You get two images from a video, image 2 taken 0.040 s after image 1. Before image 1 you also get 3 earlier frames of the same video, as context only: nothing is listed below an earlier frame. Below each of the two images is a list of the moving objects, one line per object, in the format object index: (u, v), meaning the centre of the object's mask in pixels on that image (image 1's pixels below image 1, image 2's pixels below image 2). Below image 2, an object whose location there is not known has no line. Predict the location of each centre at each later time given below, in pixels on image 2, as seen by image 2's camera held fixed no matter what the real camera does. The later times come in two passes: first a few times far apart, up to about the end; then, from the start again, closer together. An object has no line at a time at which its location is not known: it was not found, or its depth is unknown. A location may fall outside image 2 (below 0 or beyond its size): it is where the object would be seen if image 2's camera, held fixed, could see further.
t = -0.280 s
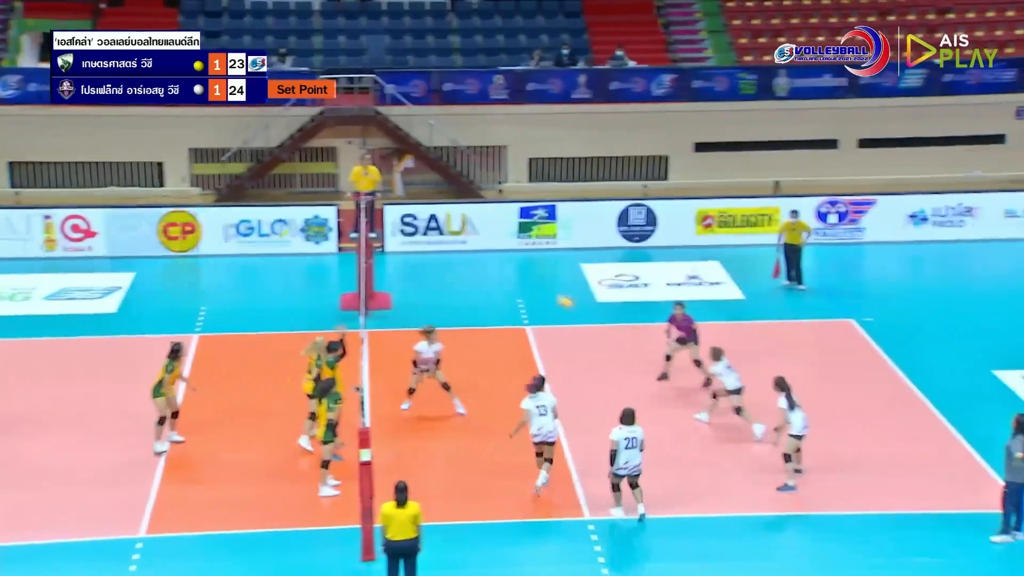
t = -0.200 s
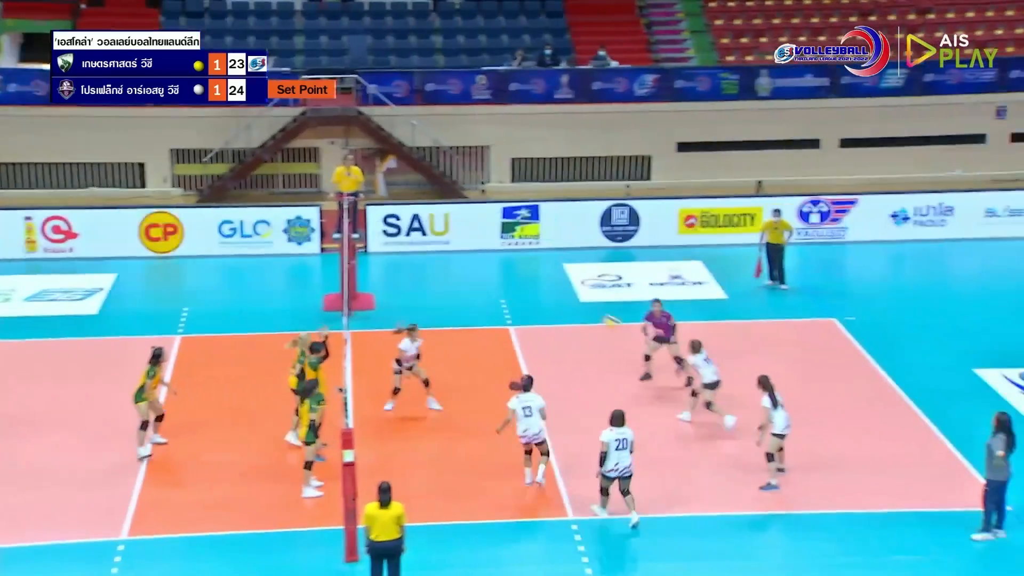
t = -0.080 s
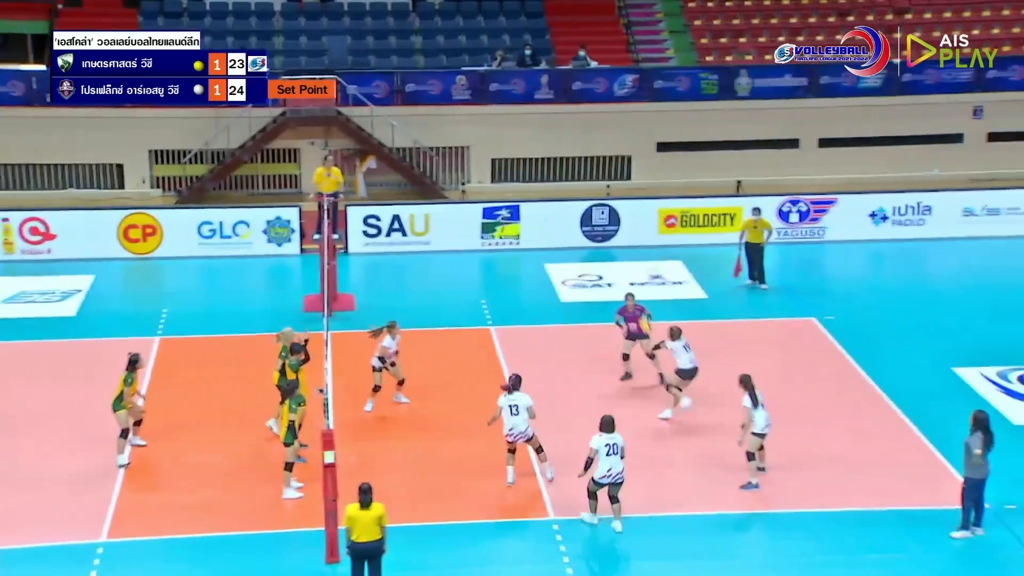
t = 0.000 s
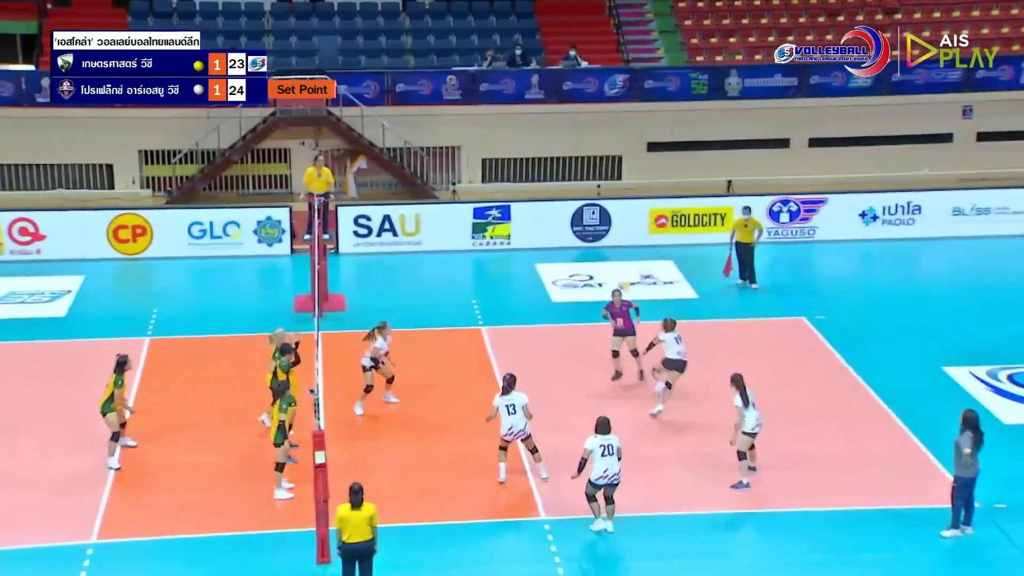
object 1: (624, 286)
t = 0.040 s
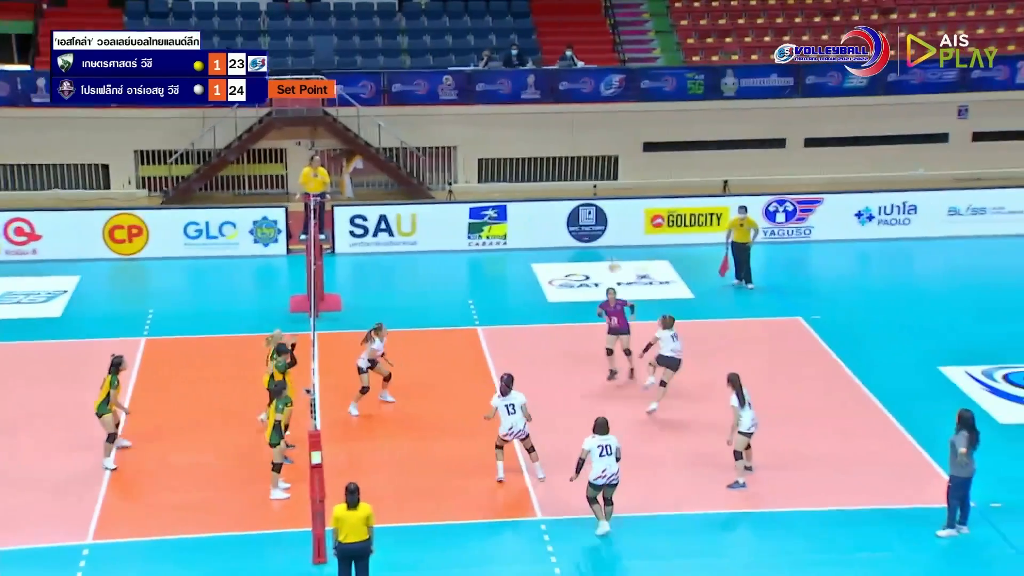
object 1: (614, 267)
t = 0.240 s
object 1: (582, 187)
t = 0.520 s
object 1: (541, 118)
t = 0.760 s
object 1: (506, 97)
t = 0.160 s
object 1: (596, 216)
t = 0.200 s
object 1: (589, 200)
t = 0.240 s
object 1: (582, 187)
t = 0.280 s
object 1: (576, 174)
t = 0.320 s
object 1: (570, 164)
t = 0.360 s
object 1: (564, 153)
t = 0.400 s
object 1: (558, 141)
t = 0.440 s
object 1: (553, 133)
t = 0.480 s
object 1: (547, 126)
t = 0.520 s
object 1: (541, 118)
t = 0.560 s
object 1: (535, 112)
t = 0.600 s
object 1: (529, 106)
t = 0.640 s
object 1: (523, 102)
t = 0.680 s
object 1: (518, 100)
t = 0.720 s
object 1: (512, 98)
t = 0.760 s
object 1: (506, 97)
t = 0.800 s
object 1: (501, 97)
